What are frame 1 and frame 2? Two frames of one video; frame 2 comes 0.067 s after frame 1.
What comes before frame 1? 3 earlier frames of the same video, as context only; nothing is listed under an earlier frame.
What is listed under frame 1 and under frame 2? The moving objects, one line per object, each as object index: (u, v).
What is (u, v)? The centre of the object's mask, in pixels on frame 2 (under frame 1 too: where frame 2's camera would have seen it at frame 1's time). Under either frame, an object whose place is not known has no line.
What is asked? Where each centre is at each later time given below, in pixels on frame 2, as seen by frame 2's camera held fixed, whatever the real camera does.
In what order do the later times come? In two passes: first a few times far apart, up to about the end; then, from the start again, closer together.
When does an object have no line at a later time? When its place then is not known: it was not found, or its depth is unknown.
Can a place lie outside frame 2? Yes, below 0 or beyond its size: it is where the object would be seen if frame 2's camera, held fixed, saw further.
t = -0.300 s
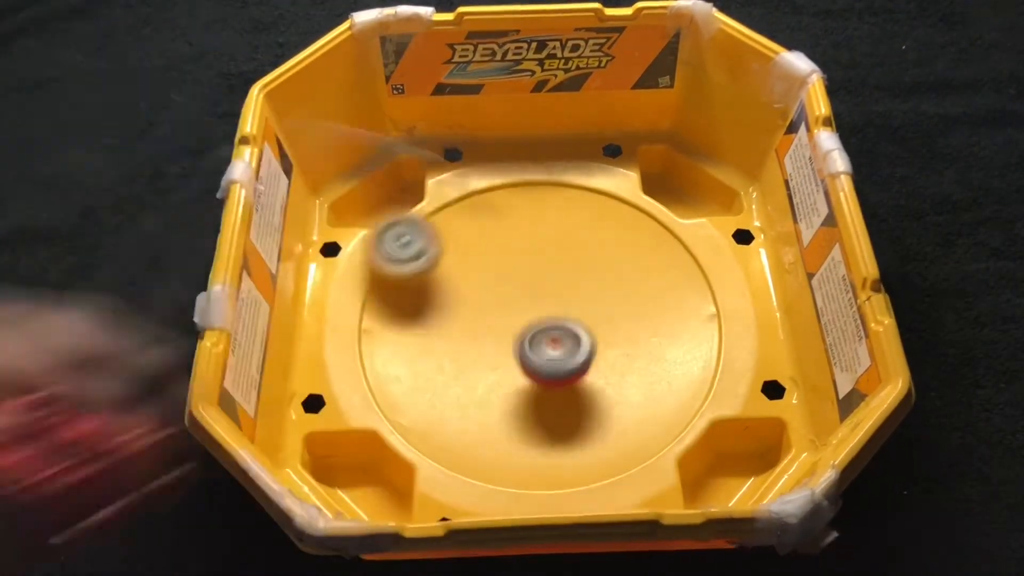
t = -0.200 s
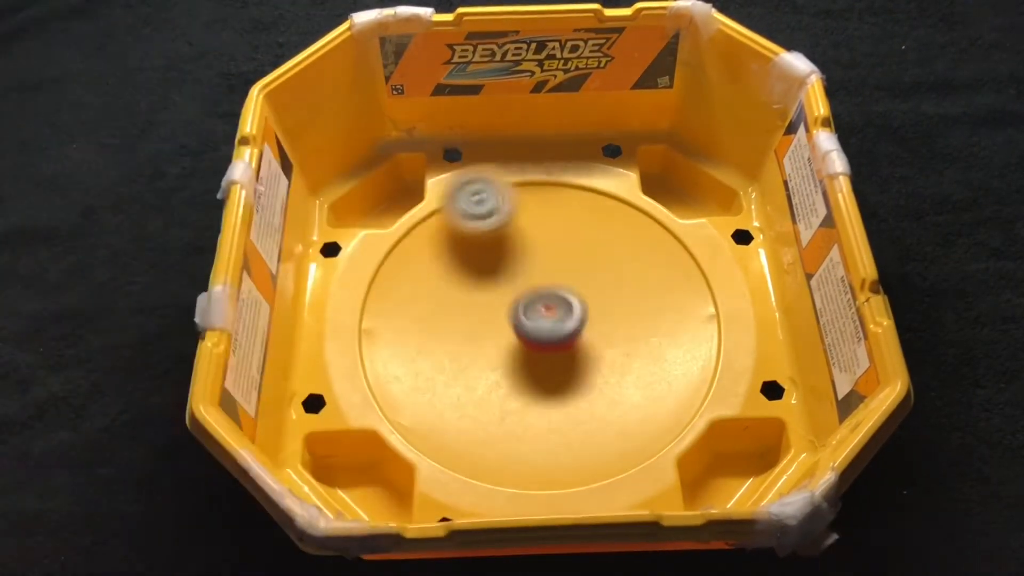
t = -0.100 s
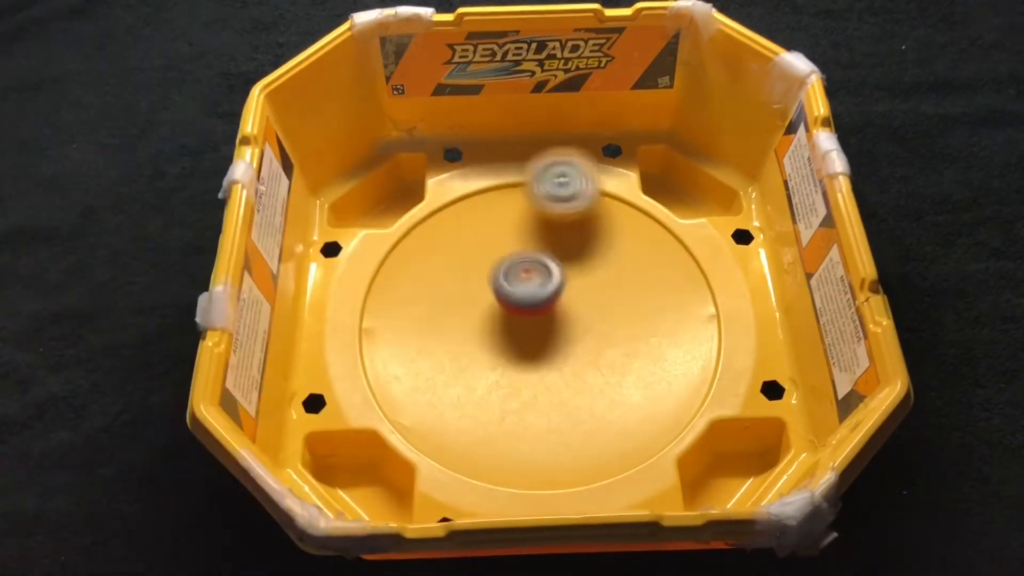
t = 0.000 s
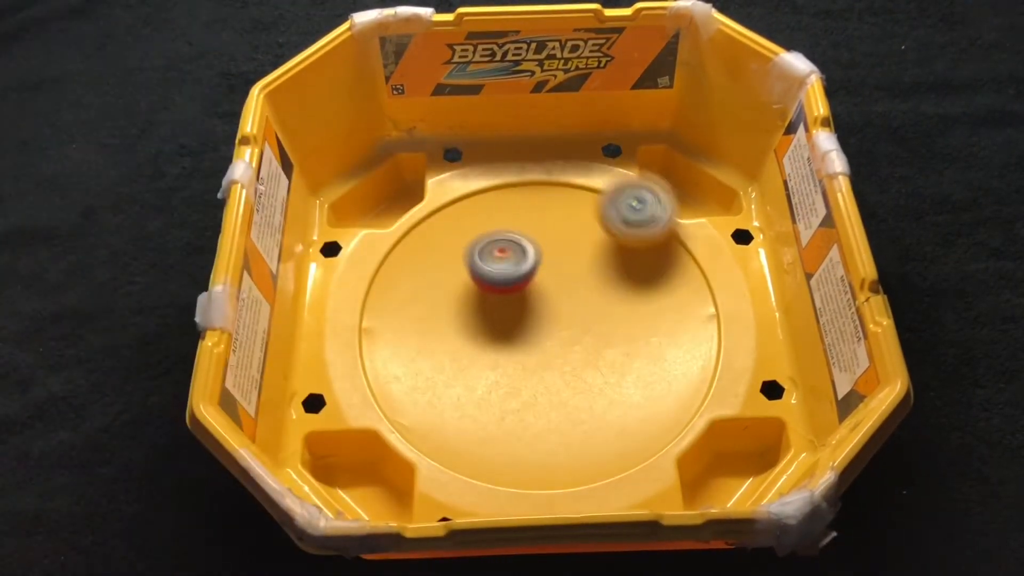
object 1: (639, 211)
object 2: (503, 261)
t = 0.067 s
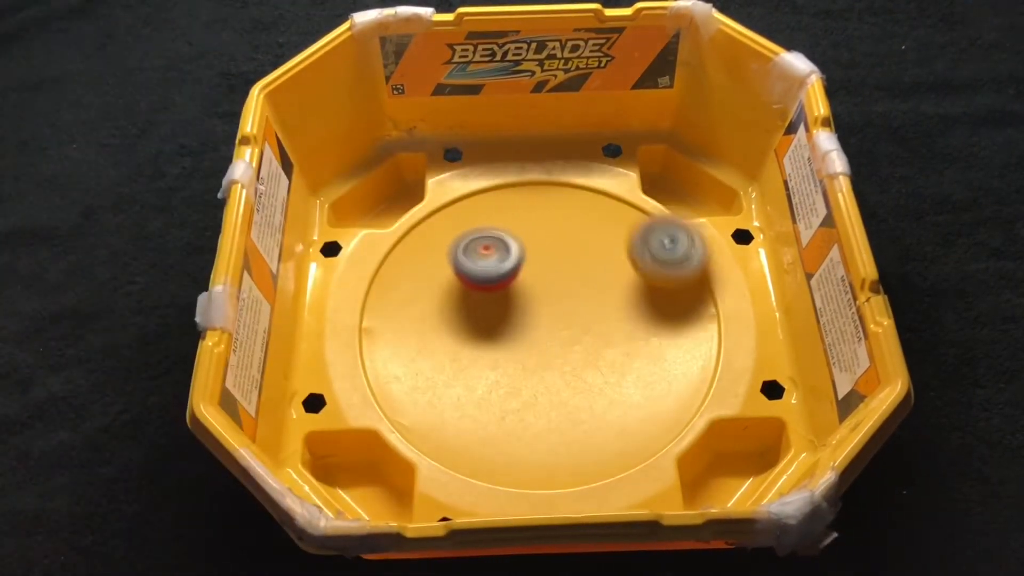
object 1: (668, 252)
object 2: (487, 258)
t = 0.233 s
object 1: (654, 375)
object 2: (461, 291)
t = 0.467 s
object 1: (491, 454)
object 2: (448, 340)
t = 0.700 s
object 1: (431, 375)
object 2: (441, 280)
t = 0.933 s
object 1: (399, 344)
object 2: (570, 162)
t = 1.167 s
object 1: (489, 305)
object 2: (632, 277)
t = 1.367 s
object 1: (474, 225)
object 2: (723, 480)
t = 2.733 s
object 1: (464, 286)
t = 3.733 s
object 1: (509, 321)
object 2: (742, 451)
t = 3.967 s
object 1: (543, 277)
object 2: (723, 469)
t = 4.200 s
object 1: (586, 280)
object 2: (722, 467)
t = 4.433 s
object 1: (574, 313)
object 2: (723, 467)
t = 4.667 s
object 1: (521, 318)
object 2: (723, 467)
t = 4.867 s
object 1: (492, 300)
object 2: (723, 467)
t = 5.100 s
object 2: (723, 467)
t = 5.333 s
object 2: (723, 467)
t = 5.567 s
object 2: (723, 467)
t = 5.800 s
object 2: (723, 467)
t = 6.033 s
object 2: (723, 467)
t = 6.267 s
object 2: (723, 467)
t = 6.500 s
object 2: (723, 467)
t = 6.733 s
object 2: (723, 467)
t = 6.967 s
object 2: (723, 467)
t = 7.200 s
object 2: (723, 467)
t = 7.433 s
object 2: (723, 467)
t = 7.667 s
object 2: (723, 467)
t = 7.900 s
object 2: (723, 467)
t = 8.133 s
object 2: (723, 467)
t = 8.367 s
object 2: (723, 467)
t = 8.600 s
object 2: (723, 467)
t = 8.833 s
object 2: (723, 467)
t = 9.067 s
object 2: (723, 467)
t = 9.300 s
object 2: (723, 467)
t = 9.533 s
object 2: (723, 467)
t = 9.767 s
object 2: (723, 467)
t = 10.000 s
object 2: (722, 467)
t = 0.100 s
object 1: (676, 276)
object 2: (480, 261)
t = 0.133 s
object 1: (679, 301)
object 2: (473, 265)
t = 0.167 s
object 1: (678, 327)
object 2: (468, 271)
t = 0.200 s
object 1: (669, 353)
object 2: (464, 280)
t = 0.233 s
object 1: (654, 375)
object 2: (461, 291)
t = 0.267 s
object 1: (633, 395)
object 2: (460, 304)
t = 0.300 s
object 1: (608, 411)
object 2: (461, 319)
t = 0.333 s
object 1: (580, 422)
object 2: (462, 333)
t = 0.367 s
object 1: (551, 430)
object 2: (464, 349)
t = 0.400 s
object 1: (519, 434)
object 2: (467, 362)
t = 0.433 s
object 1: (504, 451)
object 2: (458, 353)
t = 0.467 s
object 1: (491, 454)
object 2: (448, 340)
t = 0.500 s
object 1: (482, 455)
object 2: (441, 327)
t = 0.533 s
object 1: (471, 451)
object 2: (436, 316)
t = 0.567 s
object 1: (459, 442)
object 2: (432, 305)
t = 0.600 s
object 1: (452, 431)
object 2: (431, 296)
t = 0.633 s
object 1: (443, 418)
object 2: (433, 289)
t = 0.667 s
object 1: (436, 398)
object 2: (436, 284)
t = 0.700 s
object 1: (431, 375)
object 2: (441, 280)
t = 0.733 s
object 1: (430, 352)
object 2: (448, 280)
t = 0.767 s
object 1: (418, 357)
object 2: (468, 258)
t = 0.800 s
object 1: (406, 362)
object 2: (490, 234)
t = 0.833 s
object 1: (401, 360)
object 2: (512, 210)
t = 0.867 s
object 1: (397, 356)
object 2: (533, 187)
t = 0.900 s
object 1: (396, 350)
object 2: (552, 169)
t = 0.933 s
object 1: (399, 344)
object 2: (570, 162)
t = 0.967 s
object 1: (403, 334)
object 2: (585, 165)
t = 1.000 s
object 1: (413, 327)
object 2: (600, 176)
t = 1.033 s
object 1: (423, 319)
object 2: (612, 191)
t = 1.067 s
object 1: (437, 313)
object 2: (620, 212)
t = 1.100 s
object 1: (453, 308)
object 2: (628, 232)
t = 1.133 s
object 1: (471, 305)
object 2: (631, 254)
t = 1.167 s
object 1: (489, 305)
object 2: (632, 277)
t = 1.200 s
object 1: (509, 306)
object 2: (630, 300)
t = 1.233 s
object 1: (527, 308)
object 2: (626, 324)
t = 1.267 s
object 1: (545, 312)
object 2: (619, 346)
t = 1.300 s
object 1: (525, 287)
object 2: (649, 397)
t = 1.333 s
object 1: (497, 255)
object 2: (691, 445)
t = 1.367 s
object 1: (474, 225)
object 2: (723, 480)
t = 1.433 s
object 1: (446, 178)
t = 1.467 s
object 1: (443, 177)
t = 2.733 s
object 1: (464, 286)
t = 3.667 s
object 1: (510, 335)
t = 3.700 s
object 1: (508, 326)
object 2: (743, 449)
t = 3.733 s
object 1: (509, 321)
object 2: (742, 451)
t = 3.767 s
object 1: (510, 312)
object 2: (731, 455)
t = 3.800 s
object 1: (514, 305)
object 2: (723, 464)
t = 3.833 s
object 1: (518, 296)
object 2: (728, 464)
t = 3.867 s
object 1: (523, 291)
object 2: (729, 466)
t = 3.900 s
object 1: (528, 285)
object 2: (729, 468)
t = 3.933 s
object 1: (536, 281)
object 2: (729, 467)
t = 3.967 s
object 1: (543, 277)
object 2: (723, 469)
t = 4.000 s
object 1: (550, 275)
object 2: (720, 468)
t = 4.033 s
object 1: (557, 274)
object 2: (721, 468)
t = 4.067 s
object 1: (564, 274)
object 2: (722, 467)
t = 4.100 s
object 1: (571, 274)
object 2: (722, 467)
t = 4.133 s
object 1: (577, 274)
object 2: (722, 467)
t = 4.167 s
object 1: (582, 277)
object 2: (722, 467)
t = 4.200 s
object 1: (586, 280)
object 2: (722, 467)
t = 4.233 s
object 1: (588, 283)
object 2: (722, 467)
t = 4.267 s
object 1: (589, 288)
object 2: (722, 467)
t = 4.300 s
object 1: (588, 293)
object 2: (722, 467)
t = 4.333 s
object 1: (586, 299)
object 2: (722, 467)
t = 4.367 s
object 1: (583, 304)
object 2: (723, 467)
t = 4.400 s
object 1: (578, 309)
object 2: (723, 467)
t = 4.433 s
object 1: (574, 313)
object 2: (723, 467)
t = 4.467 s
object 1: (567, 317)
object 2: (723, 467)
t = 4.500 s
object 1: (560, 319)
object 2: (723, 467)
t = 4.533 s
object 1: (552, 321)
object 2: (723, 467)
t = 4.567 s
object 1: (544, 322)
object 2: (723, 467)
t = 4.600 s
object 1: (537, 321)
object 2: (723, 467)
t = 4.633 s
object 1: (529, 321)
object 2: (723, 467)
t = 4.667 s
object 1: (521, 318)
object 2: (723, 467)
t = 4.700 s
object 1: (515, 317)
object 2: (723, 467)
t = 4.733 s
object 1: (509, 315)
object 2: (723, 467)
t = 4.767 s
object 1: (502, 311)
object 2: (723, 467)
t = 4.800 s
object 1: (497, 307)
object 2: (723, 467)
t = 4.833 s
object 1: (494, 303)
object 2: (723, 467)
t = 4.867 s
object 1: (492, 300)
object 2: (723, 467)
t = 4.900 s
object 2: (723, 467)
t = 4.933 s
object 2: (723, 467)
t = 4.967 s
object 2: (723, 467)
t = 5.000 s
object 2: (723, 467)
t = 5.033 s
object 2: (723, 467)
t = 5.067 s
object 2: (723, 467)
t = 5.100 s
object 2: (723, 467)
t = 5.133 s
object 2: (723, 467)
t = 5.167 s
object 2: (723, 467)
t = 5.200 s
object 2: (723, 467)
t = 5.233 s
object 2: (723, 467)
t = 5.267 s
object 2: (723, 467)
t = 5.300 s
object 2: (723, 467)
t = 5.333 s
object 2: (723, 467)
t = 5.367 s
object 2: (723, 467)
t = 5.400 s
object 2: (723, 467)
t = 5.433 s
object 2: (723, 467)
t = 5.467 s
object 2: (723, 467)
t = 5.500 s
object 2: (723, 467)
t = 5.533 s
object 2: (723, 467)
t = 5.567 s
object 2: (723, 467)
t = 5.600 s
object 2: (723, 467)
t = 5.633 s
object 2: (723, 467)
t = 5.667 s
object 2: (723, 467)
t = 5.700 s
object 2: (723, 467)
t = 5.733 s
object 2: (723, 467)
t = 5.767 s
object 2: (723, 467)
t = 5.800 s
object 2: (723, 467)
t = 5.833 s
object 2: (723, 467)
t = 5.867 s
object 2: (723, 467)
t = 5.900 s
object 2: (723, 467)
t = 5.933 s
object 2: (723, 467)
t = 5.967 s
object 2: (723, 467)
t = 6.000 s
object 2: (723, 467)
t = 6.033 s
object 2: (723, 467)
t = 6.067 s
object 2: (723, 467)
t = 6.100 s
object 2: (723, 467)
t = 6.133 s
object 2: (723, 467)
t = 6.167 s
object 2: (723, 467)
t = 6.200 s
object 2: (723, 467)
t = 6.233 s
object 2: (723, 467)
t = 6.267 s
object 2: (723, 467)
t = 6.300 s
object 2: (723, 467)
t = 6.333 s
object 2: (723, 467)
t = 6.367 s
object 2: (723, 467)
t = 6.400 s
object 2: (723, 467)
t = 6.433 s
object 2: (723, 467)
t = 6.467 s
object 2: (723, 467)
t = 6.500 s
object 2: (723, 467)
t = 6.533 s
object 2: (723, 467)
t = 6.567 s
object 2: (723, 467)
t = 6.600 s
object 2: (723, 467)
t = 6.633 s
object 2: (723, 467)
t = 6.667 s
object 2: (723, 467)
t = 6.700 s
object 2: (723, 467)
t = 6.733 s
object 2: (723, 467)
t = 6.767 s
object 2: (723, 467)
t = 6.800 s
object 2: (723, 467)
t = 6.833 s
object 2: (723, 467)
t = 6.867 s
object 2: (723, 467)
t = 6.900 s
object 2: (723, 467)
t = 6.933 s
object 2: (723, 467)
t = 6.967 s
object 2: (723, 467)
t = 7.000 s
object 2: (723, 467)
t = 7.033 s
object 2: (723, 467)
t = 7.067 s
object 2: (723, 467)
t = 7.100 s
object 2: (723, 467)
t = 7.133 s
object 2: (723, 467)
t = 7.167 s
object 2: (723, 467)
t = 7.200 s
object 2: (723, 467)
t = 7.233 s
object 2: (723, 467)
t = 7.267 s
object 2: (723, 467)
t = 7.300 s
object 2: (723, 467)
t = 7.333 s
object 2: (723, 467)
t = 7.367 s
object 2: (723, 467)
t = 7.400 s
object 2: (723, 467)
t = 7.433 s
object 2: (723, 467)
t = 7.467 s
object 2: (723, 467)
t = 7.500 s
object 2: (723, 467)
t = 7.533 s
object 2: (723, 467)
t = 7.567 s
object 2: (723, 467)
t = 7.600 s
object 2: (723, 467)
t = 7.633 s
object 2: (723, 467)
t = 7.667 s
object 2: (723, 467)
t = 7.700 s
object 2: (723, 467)
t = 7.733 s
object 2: (723, 467)
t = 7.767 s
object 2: (723, 467)
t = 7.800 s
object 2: (723, 467)
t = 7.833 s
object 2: (723, 467)
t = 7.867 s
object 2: (723, 467)
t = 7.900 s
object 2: (723, 467)
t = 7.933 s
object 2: (723, 467)
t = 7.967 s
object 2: (723, 467)
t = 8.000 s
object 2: (723, 467)
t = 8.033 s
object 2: (723, 467)
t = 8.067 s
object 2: (723, 467)
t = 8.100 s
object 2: (723, 467)
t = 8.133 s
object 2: (723, 467)
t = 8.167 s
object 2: (723, 467)
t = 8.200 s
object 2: (723, 467)
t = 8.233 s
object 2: (723, 467)
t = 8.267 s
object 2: (723, 467)
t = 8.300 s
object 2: (723, 467)
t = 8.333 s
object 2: (723, 467)
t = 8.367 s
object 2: (723, 467)
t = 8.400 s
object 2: (723, 467)
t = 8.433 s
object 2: (723, 467)
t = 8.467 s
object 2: (723, 467)
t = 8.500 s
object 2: (723, 467)
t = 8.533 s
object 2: (723, 467)
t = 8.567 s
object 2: (723, 467)
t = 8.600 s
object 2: (723, 467)
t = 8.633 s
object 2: (723, 467)
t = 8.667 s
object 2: (723, 467)
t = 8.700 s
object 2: (723, 467)
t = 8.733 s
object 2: (723, 467)
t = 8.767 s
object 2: (723, 467)
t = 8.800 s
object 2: (723, 467)
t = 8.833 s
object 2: (723, 467)
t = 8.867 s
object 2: (723, 467)
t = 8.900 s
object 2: (723, 467)
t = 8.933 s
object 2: (723, 467)
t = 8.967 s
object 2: (723, 467)
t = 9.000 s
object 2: (723, 467)
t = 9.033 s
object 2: (723, 467)
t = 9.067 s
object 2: (723, 467)
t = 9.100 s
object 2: (723, 467)
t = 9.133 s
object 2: (723, 467)
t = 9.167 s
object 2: (723, 467)
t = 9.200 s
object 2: (723, 467)
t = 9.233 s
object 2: (723, 467)
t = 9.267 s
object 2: (723, 467)
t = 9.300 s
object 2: (723, 467)
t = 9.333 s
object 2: (723, 467)
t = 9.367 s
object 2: (723, 467)
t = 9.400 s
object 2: (723, 467)
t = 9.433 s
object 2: (723, 467)
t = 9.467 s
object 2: (723, 467)
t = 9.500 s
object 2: (723, 467)
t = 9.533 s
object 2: (723, 467)
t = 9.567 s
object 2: (723, 467)
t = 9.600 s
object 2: (723, 467)
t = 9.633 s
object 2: (723, 467)
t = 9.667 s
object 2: (723, 467)
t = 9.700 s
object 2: (723, 467)
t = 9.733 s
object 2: (723, 467)
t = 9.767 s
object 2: (723, 467)
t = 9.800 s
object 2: (723, 467)
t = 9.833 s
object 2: (723, 467)
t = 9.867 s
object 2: (723, 467)
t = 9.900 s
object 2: (723, 467)
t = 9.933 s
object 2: (723, 467)
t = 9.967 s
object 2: (723, 467)
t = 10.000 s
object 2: (722, 467)
